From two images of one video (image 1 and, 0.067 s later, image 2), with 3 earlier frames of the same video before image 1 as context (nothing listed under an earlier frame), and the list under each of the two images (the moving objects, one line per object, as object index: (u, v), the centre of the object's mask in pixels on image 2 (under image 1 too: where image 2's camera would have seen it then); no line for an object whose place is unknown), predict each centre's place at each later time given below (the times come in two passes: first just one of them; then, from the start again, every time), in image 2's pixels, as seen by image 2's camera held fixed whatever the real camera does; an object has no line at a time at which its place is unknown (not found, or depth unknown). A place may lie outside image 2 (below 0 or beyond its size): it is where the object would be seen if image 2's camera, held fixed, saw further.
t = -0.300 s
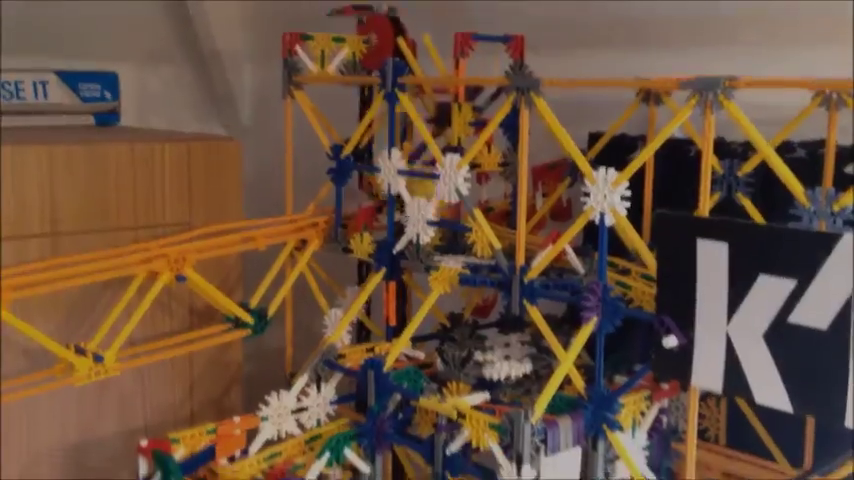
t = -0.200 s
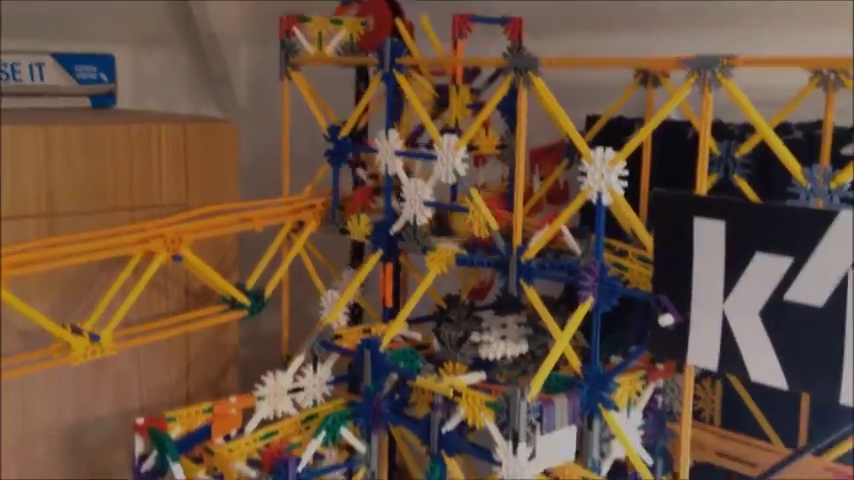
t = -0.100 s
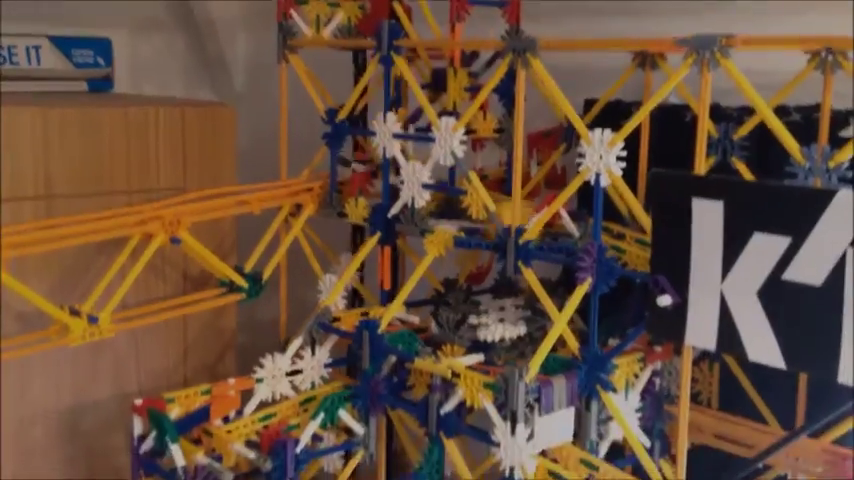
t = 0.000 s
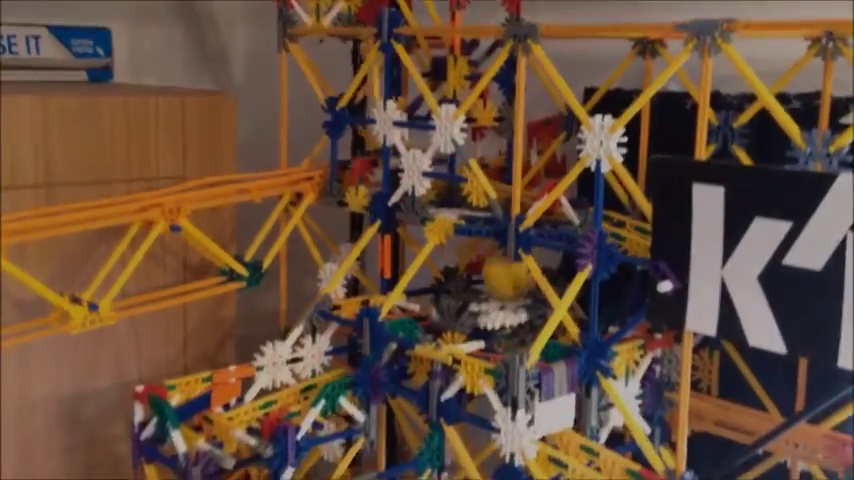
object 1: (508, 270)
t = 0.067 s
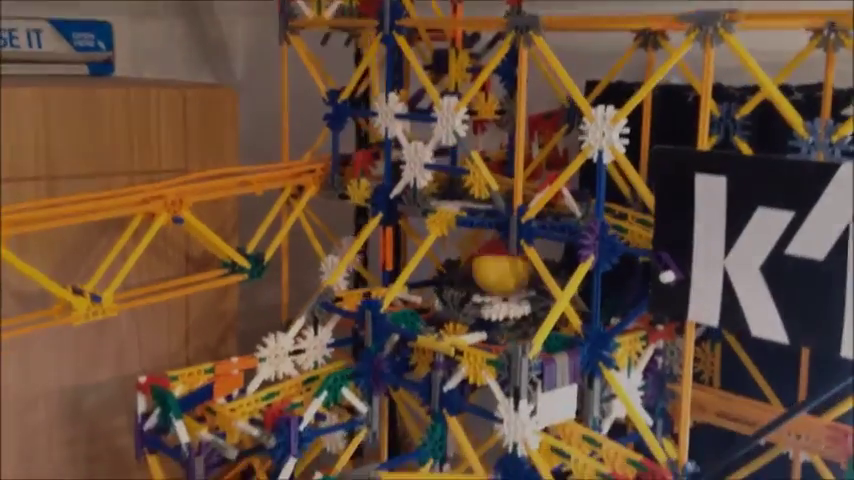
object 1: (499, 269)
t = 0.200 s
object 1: (467, 272)
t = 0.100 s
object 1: (492, 269)
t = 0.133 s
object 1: (483, 270)
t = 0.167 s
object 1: (476, 272)
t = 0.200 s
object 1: (467, 272)
